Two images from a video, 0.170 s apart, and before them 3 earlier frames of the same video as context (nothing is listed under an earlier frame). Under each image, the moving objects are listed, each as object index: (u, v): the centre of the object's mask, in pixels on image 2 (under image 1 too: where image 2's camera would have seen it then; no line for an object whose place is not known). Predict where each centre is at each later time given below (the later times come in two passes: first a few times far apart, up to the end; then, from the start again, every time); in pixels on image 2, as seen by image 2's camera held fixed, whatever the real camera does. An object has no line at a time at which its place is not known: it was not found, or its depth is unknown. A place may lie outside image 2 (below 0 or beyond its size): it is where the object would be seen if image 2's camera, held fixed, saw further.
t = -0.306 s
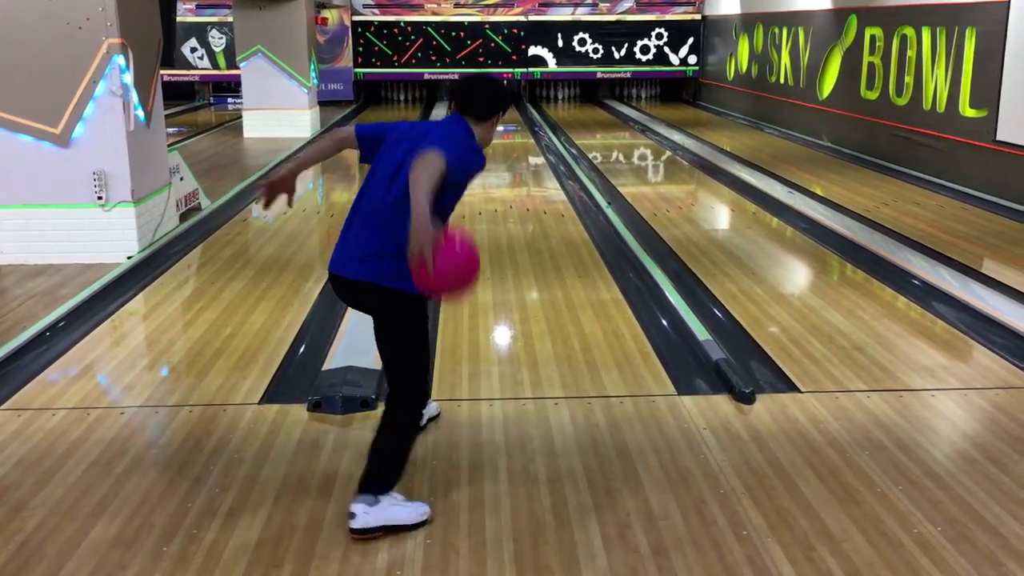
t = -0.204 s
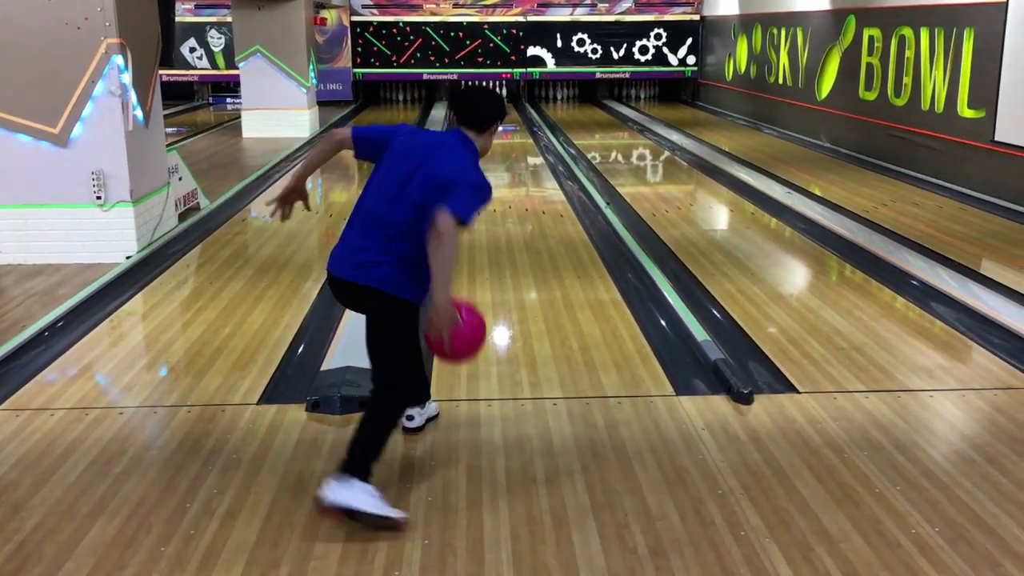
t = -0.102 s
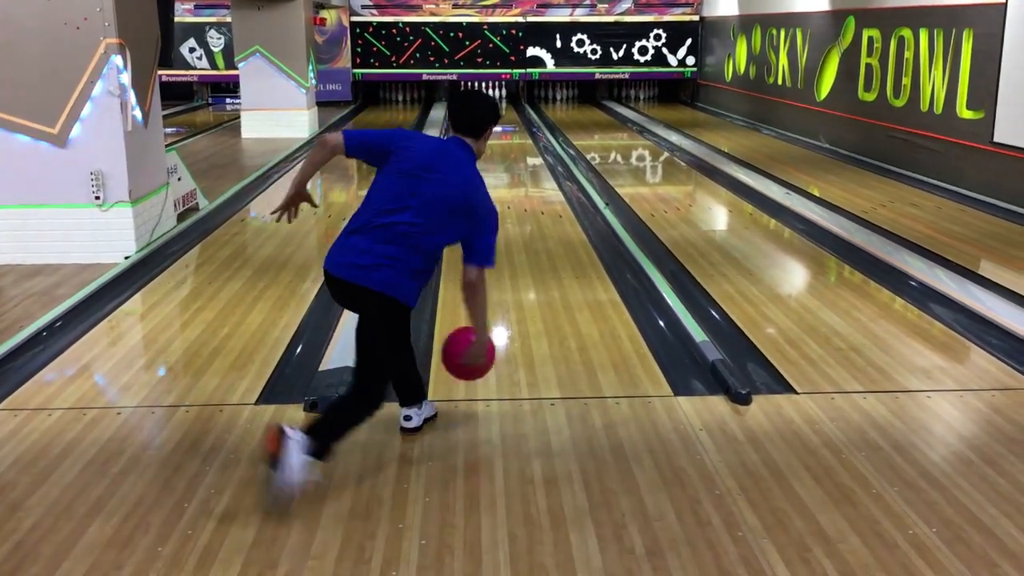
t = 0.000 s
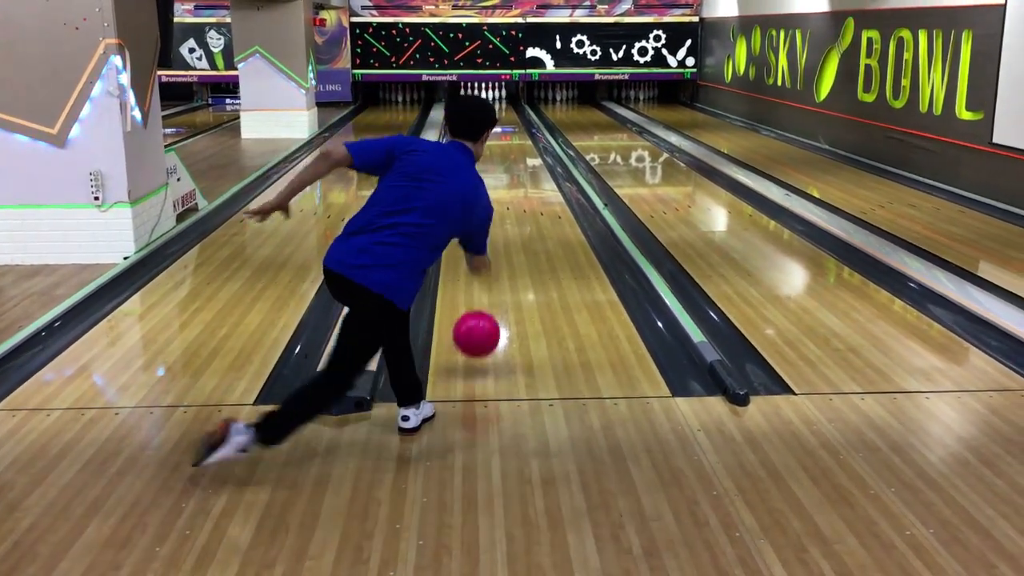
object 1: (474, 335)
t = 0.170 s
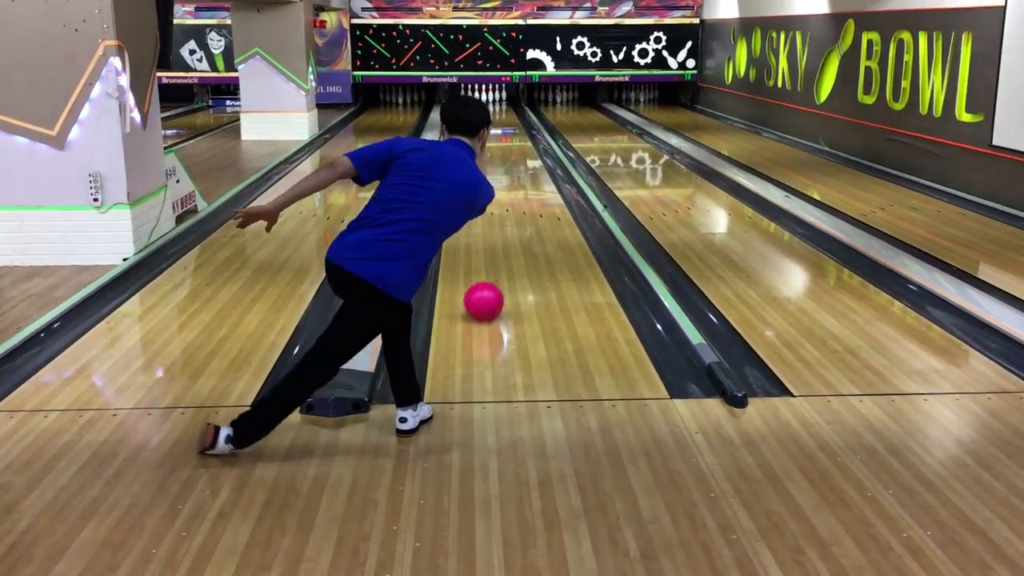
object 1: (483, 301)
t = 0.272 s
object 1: (487, 278)
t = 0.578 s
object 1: (495, 227)
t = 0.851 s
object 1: (501, 197)
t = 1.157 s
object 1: (502, 170)
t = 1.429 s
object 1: (503, 154)
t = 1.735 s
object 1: (503, 141)
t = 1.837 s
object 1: (503, 136)
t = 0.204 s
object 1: (485, 293)
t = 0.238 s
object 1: (486, 285)
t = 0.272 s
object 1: (487, 278)
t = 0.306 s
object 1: (488, 271)
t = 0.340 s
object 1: (489, 264)
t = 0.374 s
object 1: (491, 258)
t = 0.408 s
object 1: (491, 252)
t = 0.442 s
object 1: (492, 247)
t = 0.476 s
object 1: (493, 241)
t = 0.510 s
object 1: (494, 236)
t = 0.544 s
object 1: (494, 231)
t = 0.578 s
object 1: (495, 227)
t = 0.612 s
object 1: (496, 223)
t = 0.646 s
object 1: (498, 219)
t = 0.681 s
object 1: (499, 215)
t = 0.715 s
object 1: (501, 211)
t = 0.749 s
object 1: (502, 207)
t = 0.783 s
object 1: (501, 203)
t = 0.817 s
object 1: (501, 200)
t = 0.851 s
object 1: (501, 197)
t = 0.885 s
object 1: (501, 194)
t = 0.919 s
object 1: (501, 190)
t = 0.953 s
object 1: (501, 187)
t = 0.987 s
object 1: (501, 182)
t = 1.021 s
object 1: (502, 179)
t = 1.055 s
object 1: (502, 177)
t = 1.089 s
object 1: (502, 174)
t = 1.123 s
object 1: (502, 172)
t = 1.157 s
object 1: (502, 170)
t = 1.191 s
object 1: (502, 168)
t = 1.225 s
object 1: (503, 165)
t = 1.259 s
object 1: (503, 163)
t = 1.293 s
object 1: (503, 161)
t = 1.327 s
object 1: (503, 159)
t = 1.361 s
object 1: (503, 158)
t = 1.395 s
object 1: (503, 156)
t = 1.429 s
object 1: (503, 154)
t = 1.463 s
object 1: (503, 152)
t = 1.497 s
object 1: (503, 151)
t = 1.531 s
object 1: (503, 150)
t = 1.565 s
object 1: (503, 148)
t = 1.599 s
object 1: (503, 146)
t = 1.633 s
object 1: (503, 145)
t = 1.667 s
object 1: (503, 144)
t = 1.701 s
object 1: (503, 142)
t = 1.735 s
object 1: (503, 141)
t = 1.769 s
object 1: (503, 139)
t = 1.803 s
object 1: (503, 138)
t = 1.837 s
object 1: (503, 136)
